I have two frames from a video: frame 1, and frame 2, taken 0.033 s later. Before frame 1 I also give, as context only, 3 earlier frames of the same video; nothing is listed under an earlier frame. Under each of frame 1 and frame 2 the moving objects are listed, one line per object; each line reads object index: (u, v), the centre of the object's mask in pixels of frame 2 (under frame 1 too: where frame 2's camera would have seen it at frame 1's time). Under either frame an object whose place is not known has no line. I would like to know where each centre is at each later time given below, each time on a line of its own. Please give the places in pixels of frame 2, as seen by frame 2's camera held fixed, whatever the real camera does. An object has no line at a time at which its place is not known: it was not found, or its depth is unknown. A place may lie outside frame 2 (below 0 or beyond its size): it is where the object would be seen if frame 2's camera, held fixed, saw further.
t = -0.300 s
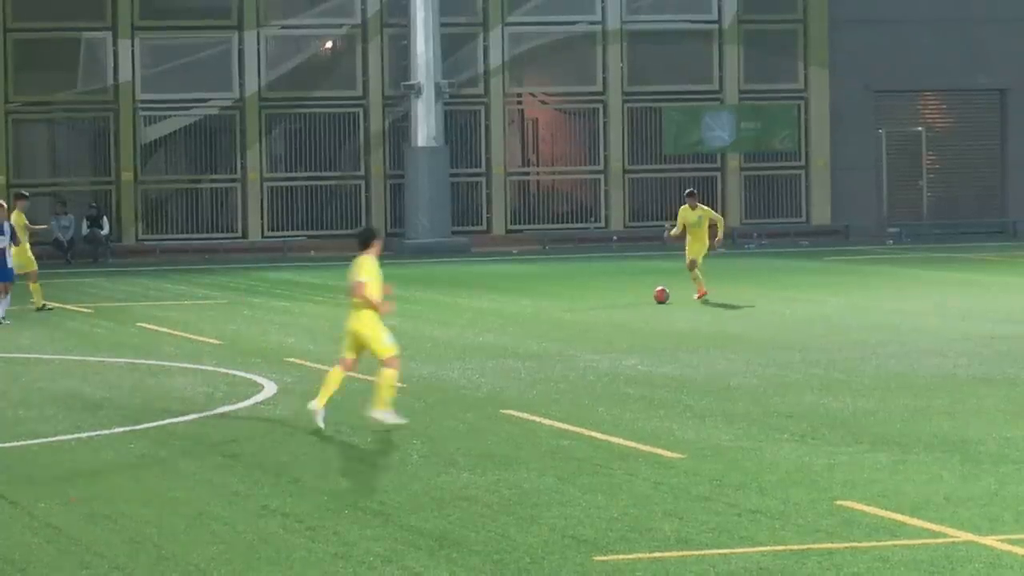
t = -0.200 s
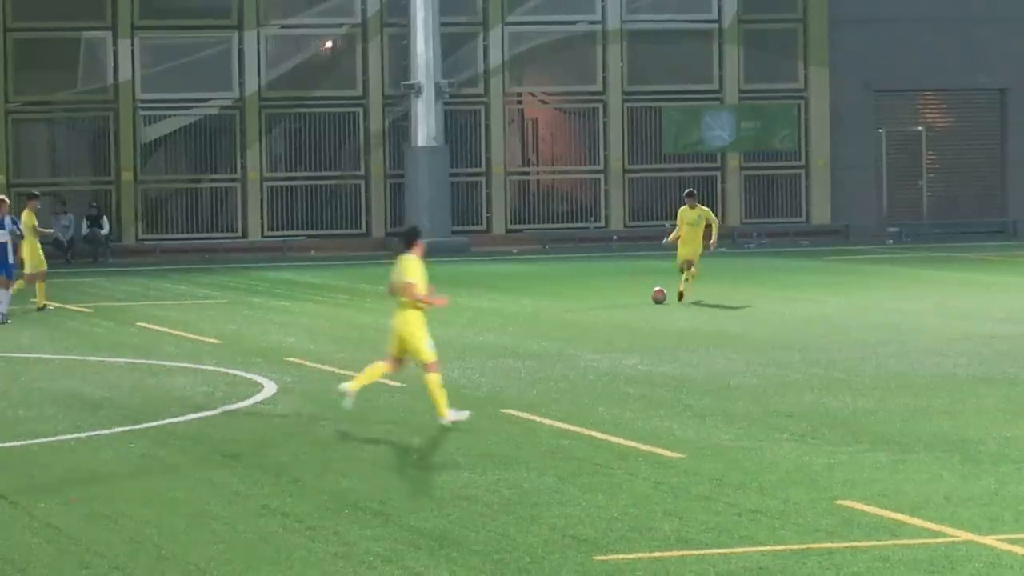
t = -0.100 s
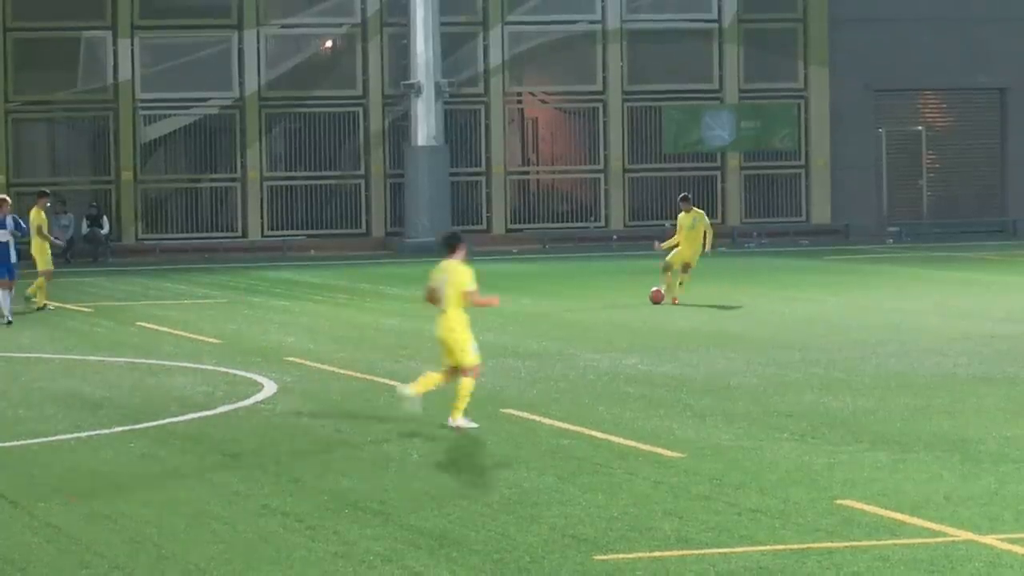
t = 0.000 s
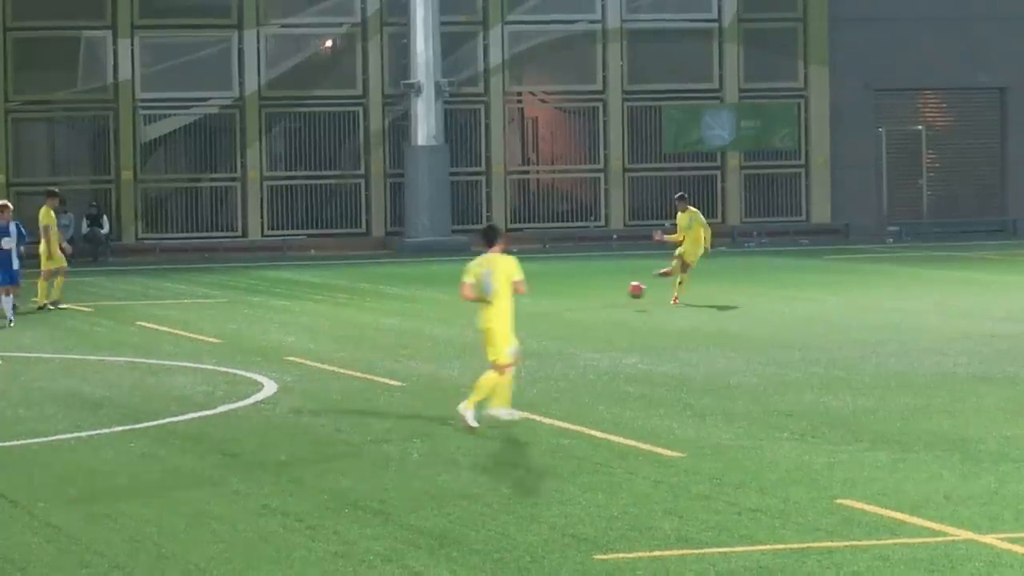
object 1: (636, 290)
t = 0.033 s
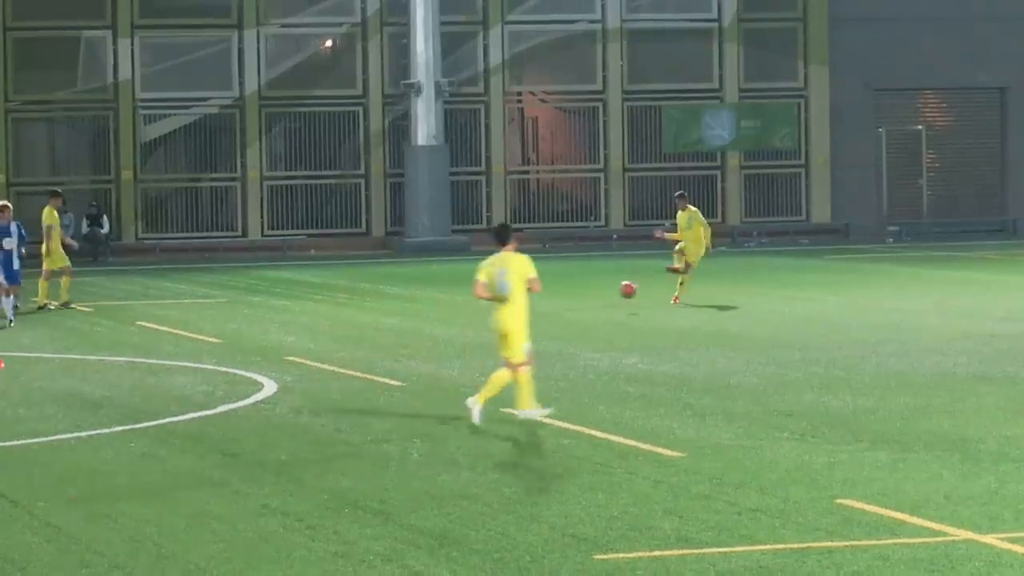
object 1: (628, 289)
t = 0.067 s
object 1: (619, 291)
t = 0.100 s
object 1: (611, 293)
